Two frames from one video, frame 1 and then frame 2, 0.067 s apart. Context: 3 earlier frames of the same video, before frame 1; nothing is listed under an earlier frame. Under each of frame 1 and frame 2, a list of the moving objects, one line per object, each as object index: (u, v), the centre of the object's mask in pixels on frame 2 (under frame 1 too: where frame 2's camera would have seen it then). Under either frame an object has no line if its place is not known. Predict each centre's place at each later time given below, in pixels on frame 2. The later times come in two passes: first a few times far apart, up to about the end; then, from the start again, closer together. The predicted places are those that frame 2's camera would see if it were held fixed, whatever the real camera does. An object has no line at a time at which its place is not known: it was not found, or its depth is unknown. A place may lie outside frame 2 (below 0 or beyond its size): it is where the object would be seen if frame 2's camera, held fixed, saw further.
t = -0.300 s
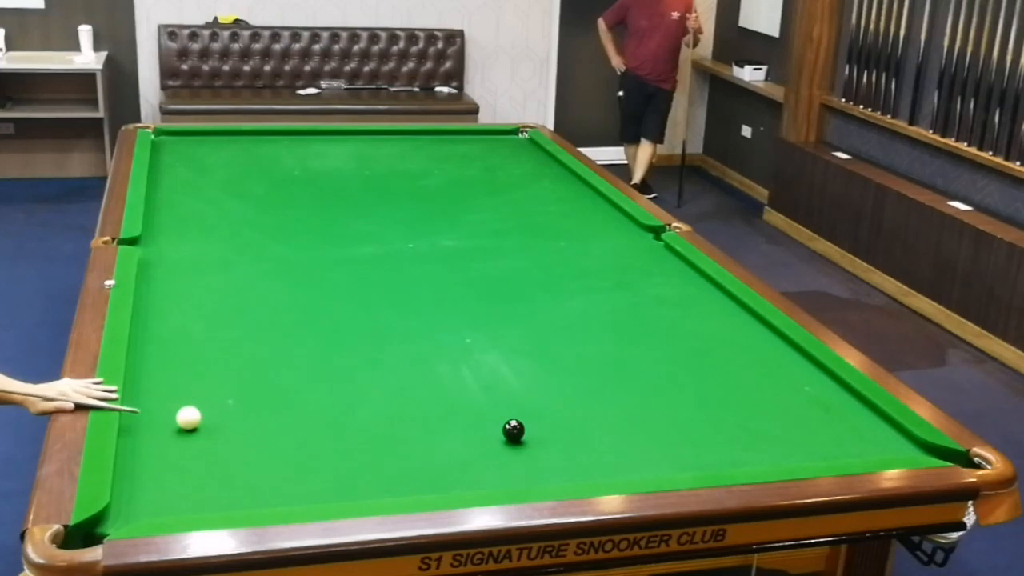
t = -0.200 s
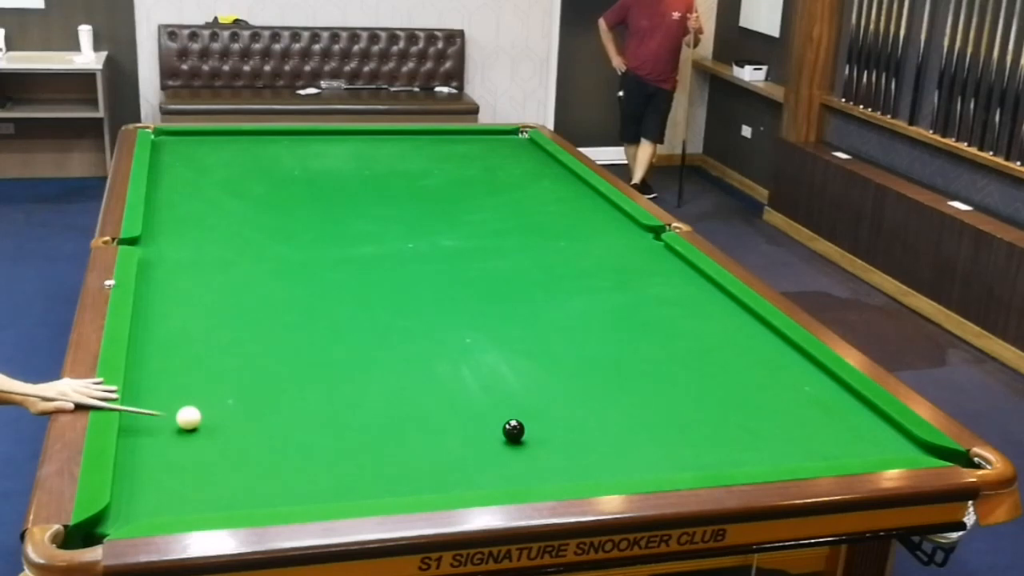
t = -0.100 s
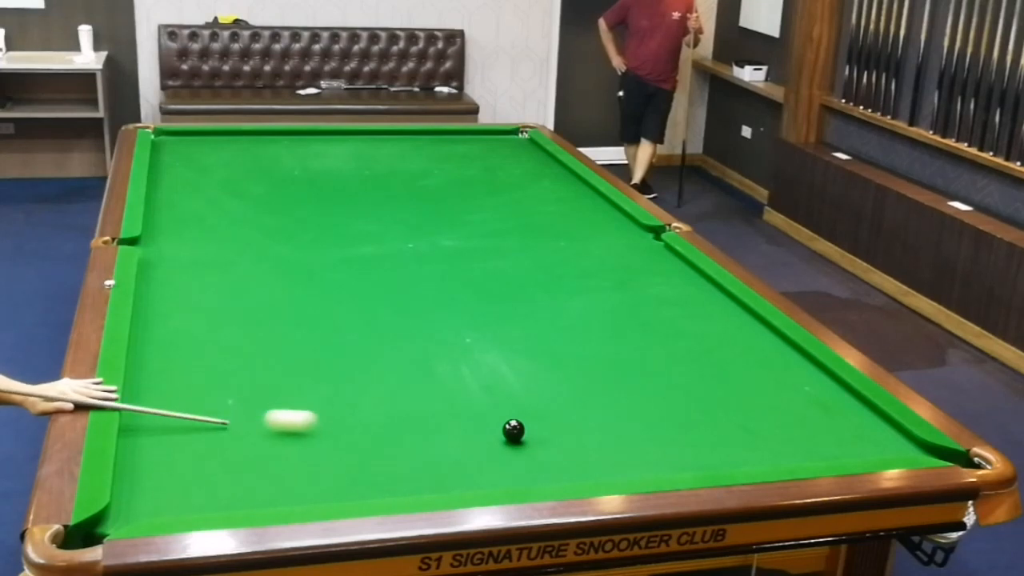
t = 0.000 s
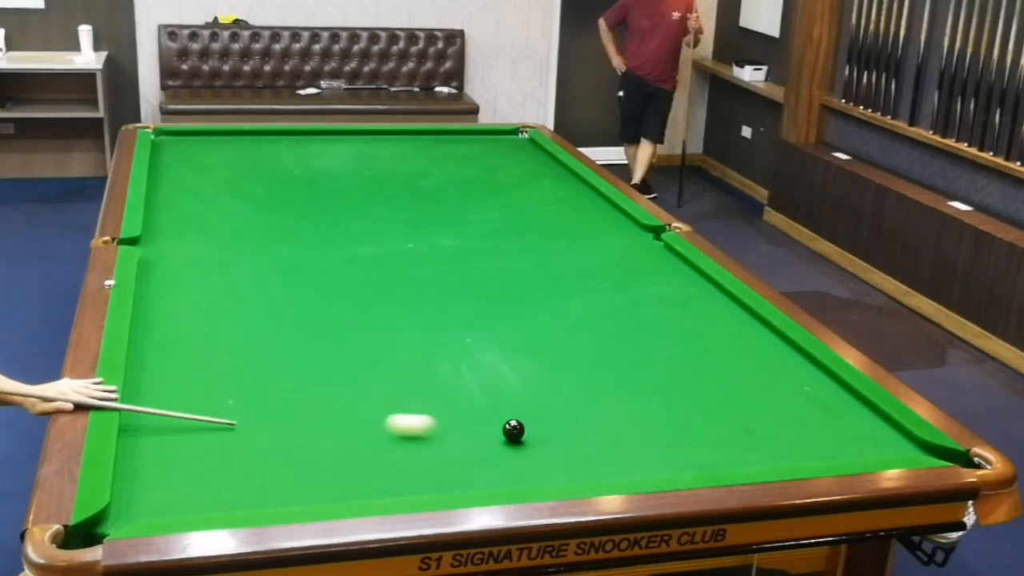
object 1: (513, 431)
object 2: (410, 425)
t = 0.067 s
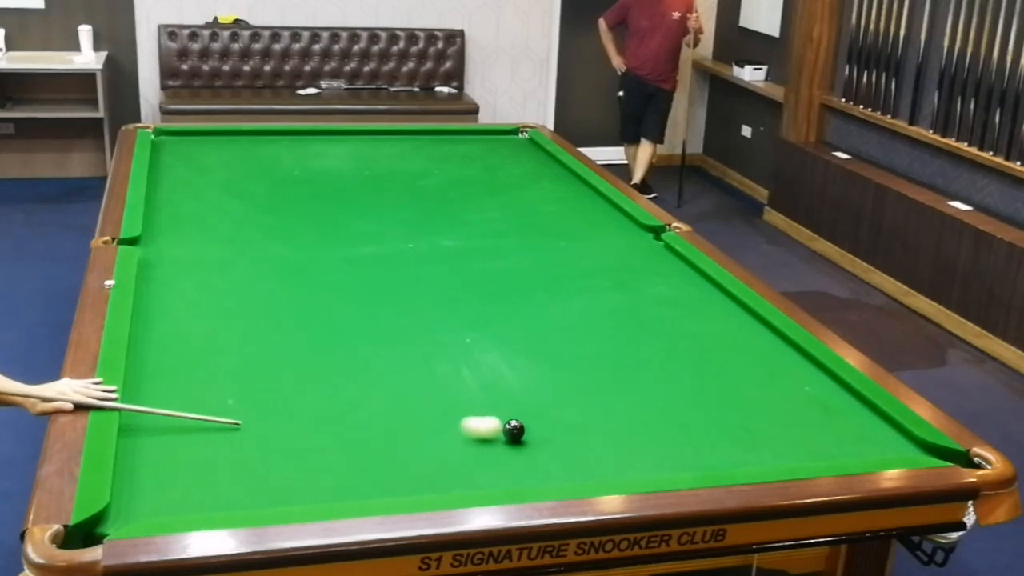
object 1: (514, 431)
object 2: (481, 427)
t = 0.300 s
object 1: (712, 446)
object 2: (507, 423)
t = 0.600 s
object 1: (897, 447)
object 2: (530, 417)
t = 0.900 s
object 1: (849, 452)
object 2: (551, 412)
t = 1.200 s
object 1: (770, 454)
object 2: (568, 407)
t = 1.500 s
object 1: (694, 455)
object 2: (582, 403)
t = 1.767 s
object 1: (629, 454)
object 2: (592, 400)
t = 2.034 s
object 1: (566, 453)
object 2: (601, 398)
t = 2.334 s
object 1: (498, 453)
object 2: (608, 397)
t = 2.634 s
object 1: (434, 453)
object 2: (613, 396)
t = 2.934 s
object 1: (373, 453)
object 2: (615, 395)
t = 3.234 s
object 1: (314, 452)
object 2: (615, 396)
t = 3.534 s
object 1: (260, 452)
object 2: (615, 395)
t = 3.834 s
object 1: (210, 451)
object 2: (615, 395)
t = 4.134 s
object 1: (163, 450)
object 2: (615, 395)
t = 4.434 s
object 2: (615, 395)
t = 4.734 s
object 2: (615, 395)
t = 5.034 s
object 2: (615, 395)
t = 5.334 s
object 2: (615, 396)
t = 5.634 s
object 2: (615, 396)
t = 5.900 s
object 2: (615, 396)
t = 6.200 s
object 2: (615, 396)
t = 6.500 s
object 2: (615, 396)
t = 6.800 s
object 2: (615, 396)
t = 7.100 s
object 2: (615, 396)
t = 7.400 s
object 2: (615, 396)
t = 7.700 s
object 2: (615, 395)
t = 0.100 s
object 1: (540, 433)
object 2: (491, 427)
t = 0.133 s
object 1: (572, 435)
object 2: (493, 427)
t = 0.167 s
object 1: (602, 437)
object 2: (495, 426)
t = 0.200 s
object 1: (631, 440)
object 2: (498, 425)
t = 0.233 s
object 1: (659, 441)
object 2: (501, 424)
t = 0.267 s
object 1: (687, 444)
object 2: (504, 423)
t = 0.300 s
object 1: (712, 446)
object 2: (507, 423)
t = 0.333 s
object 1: (737, 447)
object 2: (510, 422)
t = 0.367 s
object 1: (760, 449)
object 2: (512, 421)
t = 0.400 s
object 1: (783, 450)
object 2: (515, 421)
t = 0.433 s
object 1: (804, 451)
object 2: (518, 420)
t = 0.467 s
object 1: (825, 451)
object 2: (520, 419)
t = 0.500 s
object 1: (848, 451)
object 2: (523, 418)
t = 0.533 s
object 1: (869, 451)
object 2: (525, 418)
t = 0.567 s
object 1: (884, 449)
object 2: (528, 417)
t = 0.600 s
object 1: (897, 447)
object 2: (530, 417)
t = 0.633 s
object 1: (911, 445)
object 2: (533, 416)
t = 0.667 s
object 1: (913, 445)
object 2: (535, 415)
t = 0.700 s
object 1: (903, 447)
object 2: (537, 415)
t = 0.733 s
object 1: (893, 449)
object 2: (540, 414)
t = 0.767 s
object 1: (885, 450)
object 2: (542, 414)
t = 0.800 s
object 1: (876, 451)
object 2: (544, 413)
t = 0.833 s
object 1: (867, 451)
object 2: (547, 413)
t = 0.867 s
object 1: (857, 451)
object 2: (549, 412)
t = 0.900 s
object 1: (849, 452)
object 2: (551, 412)
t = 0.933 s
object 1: (840, 452)
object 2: (553, 411)
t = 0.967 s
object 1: (831, 452)
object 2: (555, 410)
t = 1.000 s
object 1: (822, 453)
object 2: (557, 410)
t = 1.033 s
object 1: (813, 453)
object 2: (559, 409)
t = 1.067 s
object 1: (805, 453)
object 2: (561, 409)
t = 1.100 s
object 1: (796, 453)
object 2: (563, 408)
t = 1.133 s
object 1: (787, 454)
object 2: (564, 408)
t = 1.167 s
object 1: (779, 454)
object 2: (566, 408)
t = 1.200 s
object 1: (770, 454)
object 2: (568, 407)
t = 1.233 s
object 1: (762, 454)
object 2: (570, 407)
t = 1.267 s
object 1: (753, 455)
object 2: (571, 406)
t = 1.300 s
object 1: (745, 455)
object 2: (573, 406)
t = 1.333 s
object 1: (736, 455)
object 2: (574, 405)
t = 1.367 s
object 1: (728, 455)
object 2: (576, 405)
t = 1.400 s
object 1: (720, 455)
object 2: (577, 404)
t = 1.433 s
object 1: (711, 455)
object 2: (579, 404)
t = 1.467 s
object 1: (703, 455)
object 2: (580, 403)
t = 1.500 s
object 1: (694, 455)
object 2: (582, 403)
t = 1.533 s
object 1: (686, 455)
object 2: (583, 402)
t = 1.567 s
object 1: (678, 454)
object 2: (584, 402)
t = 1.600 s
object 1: (670, 454)
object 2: (586, 402)
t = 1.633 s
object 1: (661, 454)
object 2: (587, 402)
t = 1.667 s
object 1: (653, 454)
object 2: (588, 401)
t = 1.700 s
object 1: (645, 454)
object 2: (590, 401)
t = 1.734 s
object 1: (637, 454)
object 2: (591, 400)
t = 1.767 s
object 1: (629, 454)
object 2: (592, 400)
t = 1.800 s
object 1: (621, 454)
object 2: (593, 400)
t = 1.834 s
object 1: (613, 454)
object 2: (594, 400)
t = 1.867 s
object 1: (605, 454)
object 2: (596, 399)
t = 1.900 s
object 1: (597, 454)
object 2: (597, 399)
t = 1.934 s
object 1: (589, 453)
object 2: (598, 399)
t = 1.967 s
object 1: (582, 454)
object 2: (599, 399)
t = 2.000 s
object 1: (574, 453)
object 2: (600, 399)
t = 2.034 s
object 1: (566, 453)
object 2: (601, 398)
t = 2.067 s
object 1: (559, 453)
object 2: (602, 398)
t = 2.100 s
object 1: (551, 453)
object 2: (603, 398)
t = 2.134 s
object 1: (543, 453)
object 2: (603, 398)
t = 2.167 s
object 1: (536, 453)
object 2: (604, 397)
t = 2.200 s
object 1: (528, 453)
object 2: (605, 397)
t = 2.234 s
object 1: (521, 453)
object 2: (606, 397)
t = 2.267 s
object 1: (513, 453)
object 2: (607, 397)
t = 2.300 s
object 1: (506, 453)
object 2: (608, 397)
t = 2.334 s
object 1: (498, 453)
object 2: (608, 397)
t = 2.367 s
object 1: (491, 454)
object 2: (609, 397)
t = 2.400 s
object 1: (484, 453)
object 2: (610, 397)
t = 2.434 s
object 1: (477, 453)
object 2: (610, 396)
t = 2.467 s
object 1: (469, 453)
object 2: (611, 396)
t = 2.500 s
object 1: (462, 453)
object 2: (611, 396)
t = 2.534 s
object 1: (455, 453)
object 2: (612, 396)
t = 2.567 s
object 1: (448, 453)
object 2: (612, 396)
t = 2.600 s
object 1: (441, 453)
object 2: (613, 396)
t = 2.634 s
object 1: (434, 453)
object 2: (613, 396)
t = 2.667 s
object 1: (427, 453)
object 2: (613, 396)
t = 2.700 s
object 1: (420, 453)
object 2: (614, 396)
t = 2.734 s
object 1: (413, 453)
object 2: (614, 396)
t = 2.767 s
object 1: (406, 453)
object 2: (614, 396)
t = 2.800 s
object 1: (399, 453)
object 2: (614, 395)
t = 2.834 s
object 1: (392, 453)
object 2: (615, 395)
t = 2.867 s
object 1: (386, 453)
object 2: (615, 395)
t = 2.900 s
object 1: (379, 453)
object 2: (615, 395)
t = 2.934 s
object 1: (373, 453)
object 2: (615, 395)
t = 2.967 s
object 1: (366, 453)
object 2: (615, 395)
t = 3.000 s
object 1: (359, 453)
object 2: (615, 395)
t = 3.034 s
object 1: (353, 453)
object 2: (615, 395)
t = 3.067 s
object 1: (346, 453)
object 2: (615, 395)
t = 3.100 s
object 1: (340, 452)
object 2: (615, 395)
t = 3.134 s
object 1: (333, 452)
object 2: (615, 395)
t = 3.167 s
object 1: (327, 452)
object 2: (615, 395)
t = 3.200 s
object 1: (320, 452)
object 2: (615, 396)
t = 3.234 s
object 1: (314, 452)
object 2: (615, 396)
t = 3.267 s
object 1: (308, 452)
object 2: (615, 395)
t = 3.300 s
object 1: (302, 452)
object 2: (615, 395)
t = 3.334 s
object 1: (296, 452)
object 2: (615, 396)
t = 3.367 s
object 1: (290, 452)
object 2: (615, 396)
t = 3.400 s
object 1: (284, 452)
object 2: (615, 396)
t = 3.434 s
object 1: (278, 452)
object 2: (615, 396)
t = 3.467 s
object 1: (272, 452)
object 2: (615, 395)
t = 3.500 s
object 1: (266, 452)
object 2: (615, 395)
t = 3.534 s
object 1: (260, 452)
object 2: (615, 395)
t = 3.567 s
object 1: (254, 451)
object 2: (615, 395)
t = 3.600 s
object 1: (249, 451)
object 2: (615, 395)
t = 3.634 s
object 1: (243, 451)
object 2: (615, 395)
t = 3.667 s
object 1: (237, 451)
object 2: (615, 395)
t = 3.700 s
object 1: (232, 451)
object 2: (615, 395)
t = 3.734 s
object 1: (226, 451)
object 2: (615, 395)
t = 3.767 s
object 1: (220, 451)
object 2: (615, 395)
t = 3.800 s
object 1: (215, 451)
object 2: (615, 395)
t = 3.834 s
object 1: (210, 451)
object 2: (615, 395)
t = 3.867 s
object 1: (204, 451)
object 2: (615, 395)
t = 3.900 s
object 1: (199, 450)
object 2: (615, 395)
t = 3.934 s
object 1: (194, 450)
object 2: (615, 395)
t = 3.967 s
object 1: (188, 450)
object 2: (615, 395)
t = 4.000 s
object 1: (183, 450)
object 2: (615, 395)
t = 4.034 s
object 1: (178, 450)
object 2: (615, 395)
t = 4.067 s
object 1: (173, 450)
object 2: (615, 395)
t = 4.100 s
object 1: (168, 450)
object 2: (615, 395)
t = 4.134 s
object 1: (163, 450)
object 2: (615, 395)
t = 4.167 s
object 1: (158, 450)
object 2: (615, 395)
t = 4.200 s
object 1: (153, 449)
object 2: (615, 395)
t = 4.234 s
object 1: (148, 450)
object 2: (615, 395)
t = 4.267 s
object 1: (144, 449)
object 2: (615, 395)
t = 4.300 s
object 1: (139, 449)
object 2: (615, 395)
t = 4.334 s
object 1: (134, 450)
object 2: (615, 395)
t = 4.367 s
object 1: (129, 449)
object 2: (615, 395)
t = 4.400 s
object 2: (615, 395)
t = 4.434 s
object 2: (615, 395)
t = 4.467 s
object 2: (615, 395)
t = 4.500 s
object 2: (615, 395)
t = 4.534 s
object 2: (615, 395)
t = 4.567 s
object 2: (615, 395)
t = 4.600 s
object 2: (615, 396)
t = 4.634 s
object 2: (615, 396)
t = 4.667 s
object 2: (615, 395)
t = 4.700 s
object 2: (615, 396)
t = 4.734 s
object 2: (615, 395)
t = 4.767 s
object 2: (615, 395)
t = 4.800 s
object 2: (615, 395)
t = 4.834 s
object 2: (615, 395)
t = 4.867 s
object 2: (615, 395)
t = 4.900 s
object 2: (615, 396)
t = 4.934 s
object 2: (615, 396)
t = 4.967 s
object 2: (615, 396)
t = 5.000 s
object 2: (615, 396)
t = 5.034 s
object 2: (615, 395)
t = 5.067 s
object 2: (615, 396)
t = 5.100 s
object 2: (615, 396)
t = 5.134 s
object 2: (615, 395)
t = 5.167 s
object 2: (615, 396)
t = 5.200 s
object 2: (615, 396)
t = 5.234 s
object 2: (615, 396)
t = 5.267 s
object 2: (615, 396)
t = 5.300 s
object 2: (615, 396)
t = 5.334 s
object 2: (615, 396)
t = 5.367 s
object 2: (615, 396)
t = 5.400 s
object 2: (615, 396)
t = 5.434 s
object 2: (615, 396)
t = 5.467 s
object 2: (615, 396)
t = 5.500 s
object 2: (615, 396)
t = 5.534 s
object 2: (615, 396)
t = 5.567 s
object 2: (615, 396)
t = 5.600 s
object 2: (615, 396)
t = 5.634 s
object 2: (615, 396)
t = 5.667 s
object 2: (615, 396)
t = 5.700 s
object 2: (615, 396)
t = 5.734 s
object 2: (615, 396)
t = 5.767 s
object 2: (615, 396)
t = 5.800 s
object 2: (615, 396)
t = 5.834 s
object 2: (615, 396)
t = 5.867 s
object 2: (615, 396)
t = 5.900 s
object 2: (615, 396)
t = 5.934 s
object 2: (615, 396)
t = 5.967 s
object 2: (615, 396)
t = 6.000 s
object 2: (615, 396)
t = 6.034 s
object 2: (615, 396)
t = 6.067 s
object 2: (615, 396)
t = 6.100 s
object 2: (615, 396)
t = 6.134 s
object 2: (615, 396)
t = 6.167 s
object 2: (615, 396)
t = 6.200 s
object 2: (615, 396)
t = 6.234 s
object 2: (615, 396)
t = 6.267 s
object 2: (615, 396)
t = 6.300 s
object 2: (615, 396)
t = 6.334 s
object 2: (615, 396)
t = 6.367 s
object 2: (615, 396)
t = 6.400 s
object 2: (615, 396)
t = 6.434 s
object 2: (615, 396)
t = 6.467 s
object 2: (615, 396)
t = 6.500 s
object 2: (615, 396)
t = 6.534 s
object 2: (615, 396)
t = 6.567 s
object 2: (615, 396)
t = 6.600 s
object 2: (615, 396)
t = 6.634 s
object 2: (615, 396)
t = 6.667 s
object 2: (615, 396)
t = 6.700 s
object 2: (615, 396)
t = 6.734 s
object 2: (615, 396)
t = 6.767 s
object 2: (615, 396)
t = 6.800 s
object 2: (615, 396)
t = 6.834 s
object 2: (615, 396)
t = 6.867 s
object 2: (615, 396)
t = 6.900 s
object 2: (615, 396)
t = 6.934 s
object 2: (615, 396)
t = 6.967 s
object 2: (615, 396)
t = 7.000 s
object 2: (615, 396)
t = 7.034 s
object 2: (615, 396)
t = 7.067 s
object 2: (615, 396)
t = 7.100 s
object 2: (615, 396)
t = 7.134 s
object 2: (615, 396)
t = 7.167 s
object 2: (615, 395)
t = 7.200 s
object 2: (615, 396)
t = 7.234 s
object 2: (615, 396)
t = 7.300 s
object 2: (615, 395)
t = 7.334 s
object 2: (615, 396)
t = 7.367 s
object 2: (615, 395)
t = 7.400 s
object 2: (615, 396)
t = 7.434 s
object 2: (615, 395)
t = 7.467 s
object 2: (615, 395)
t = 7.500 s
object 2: (615, 396)
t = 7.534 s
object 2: (615, 396)
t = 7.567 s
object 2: (615, 396)
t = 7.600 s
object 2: (615, 395)
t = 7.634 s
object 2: (615, 395)
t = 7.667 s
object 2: (615, 395)
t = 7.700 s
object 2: (615, 395)
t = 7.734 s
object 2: (615, 395)
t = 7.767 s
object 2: (615, 395)
